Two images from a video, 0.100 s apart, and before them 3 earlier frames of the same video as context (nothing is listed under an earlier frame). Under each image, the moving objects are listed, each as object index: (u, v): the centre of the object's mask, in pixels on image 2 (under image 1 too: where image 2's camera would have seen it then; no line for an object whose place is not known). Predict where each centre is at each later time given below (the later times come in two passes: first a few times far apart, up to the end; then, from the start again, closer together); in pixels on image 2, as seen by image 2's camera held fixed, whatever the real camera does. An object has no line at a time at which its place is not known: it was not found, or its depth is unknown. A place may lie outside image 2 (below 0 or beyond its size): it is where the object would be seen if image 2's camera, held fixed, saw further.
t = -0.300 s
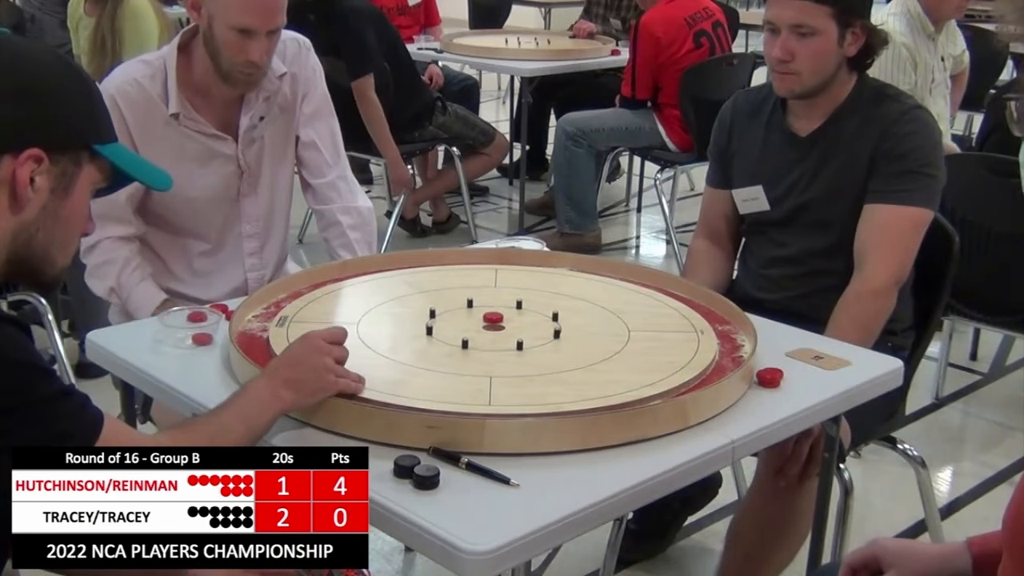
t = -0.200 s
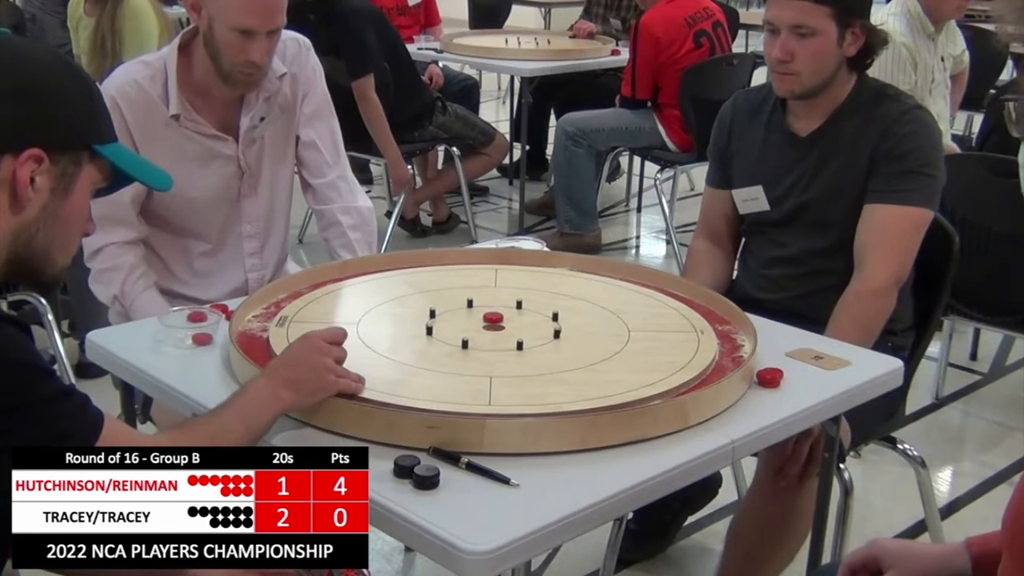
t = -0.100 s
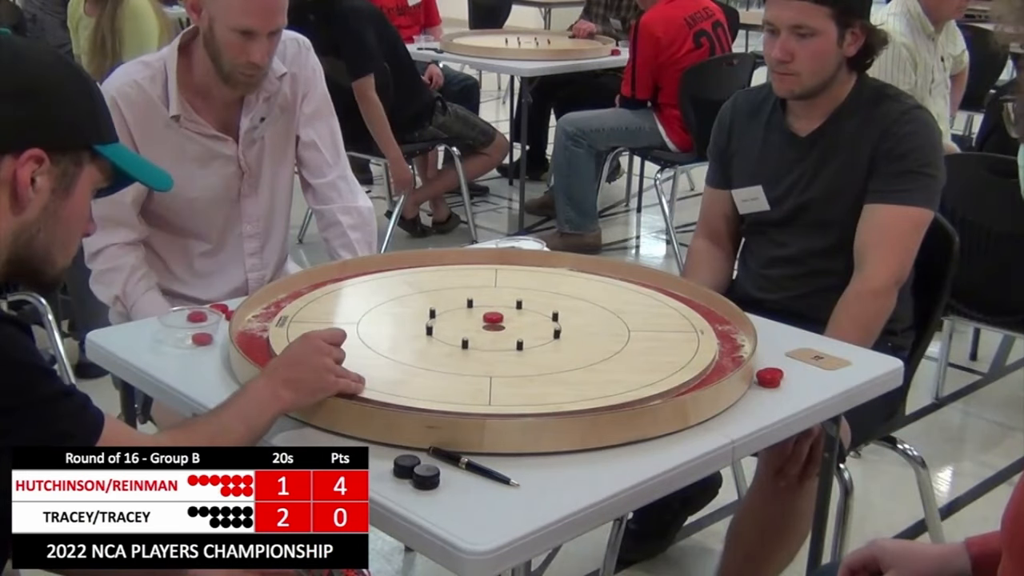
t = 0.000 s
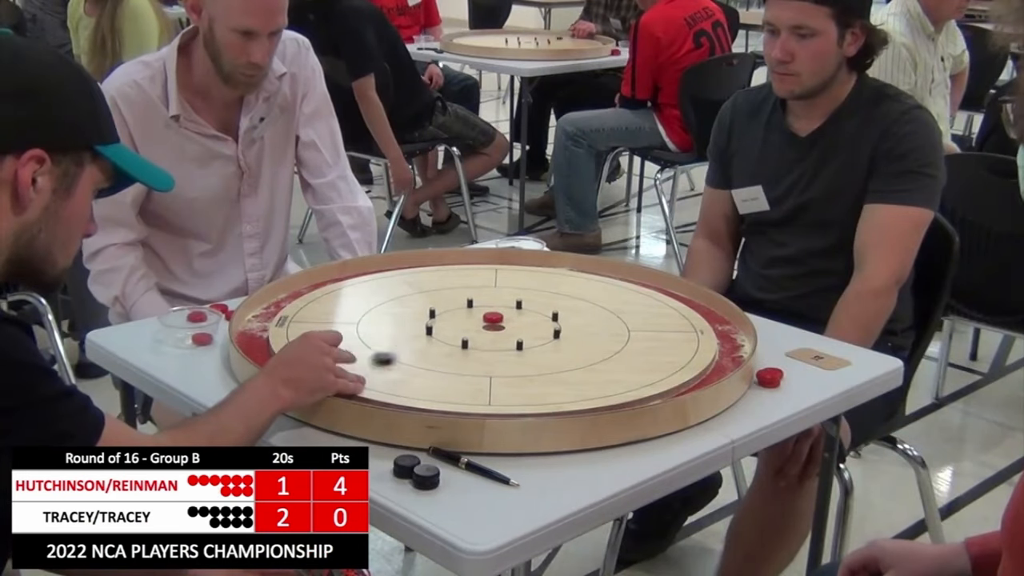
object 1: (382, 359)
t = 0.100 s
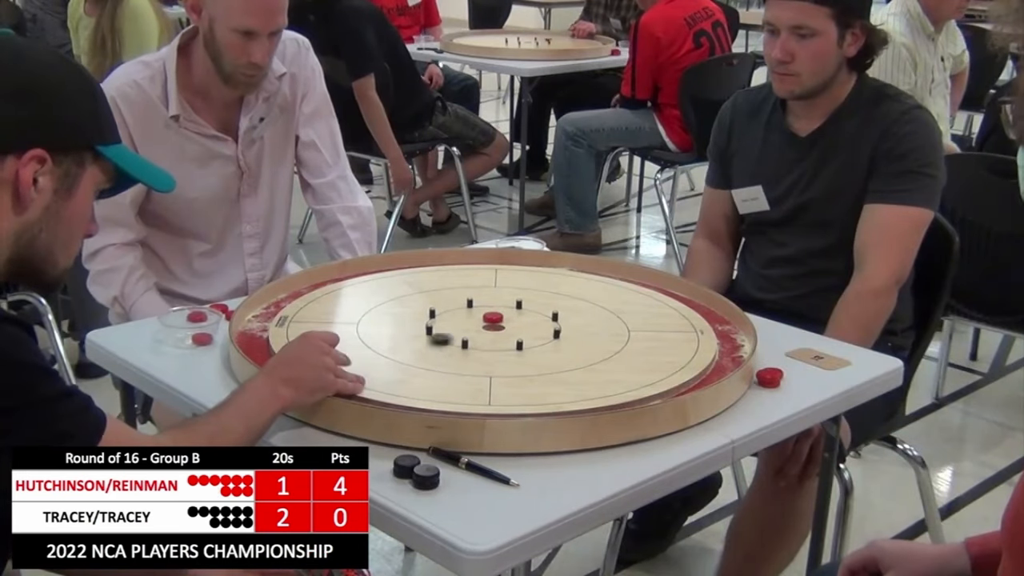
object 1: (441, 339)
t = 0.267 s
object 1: (493, 326)
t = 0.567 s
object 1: (494, 326)
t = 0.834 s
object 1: (494, 326)
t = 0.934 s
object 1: (494, 326)
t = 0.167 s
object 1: (473, 328)
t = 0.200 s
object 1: (489, 325)
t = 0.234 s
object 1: (493, 326)
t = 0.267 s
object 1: (493, 326)
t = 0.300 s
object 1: (493, 326)
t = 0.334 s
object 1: (494, 326)
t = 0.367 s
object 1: (494, 326)
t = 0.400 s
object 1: (494, 326)
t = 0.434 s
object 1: (494, 326)
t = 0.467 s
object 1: (494, 326)
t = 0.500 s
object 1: (494, 326)
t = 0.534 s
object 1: (494, 326)
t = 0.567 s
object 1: (494, 326)
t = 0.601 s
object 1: (493, 326)
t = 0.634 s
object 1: (493, 326)
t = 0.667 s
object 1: (494, 326)
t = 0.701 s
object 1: (494, 326)
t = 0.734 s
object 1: (494, 326)
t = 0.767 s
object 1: (493, 326)
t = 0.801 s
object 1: (494, 326)
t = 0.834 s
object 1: (494, 326)
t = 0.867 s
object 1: (493, 326)
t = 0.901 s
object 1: (494, 326)
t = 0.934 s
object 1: (494, 326)
